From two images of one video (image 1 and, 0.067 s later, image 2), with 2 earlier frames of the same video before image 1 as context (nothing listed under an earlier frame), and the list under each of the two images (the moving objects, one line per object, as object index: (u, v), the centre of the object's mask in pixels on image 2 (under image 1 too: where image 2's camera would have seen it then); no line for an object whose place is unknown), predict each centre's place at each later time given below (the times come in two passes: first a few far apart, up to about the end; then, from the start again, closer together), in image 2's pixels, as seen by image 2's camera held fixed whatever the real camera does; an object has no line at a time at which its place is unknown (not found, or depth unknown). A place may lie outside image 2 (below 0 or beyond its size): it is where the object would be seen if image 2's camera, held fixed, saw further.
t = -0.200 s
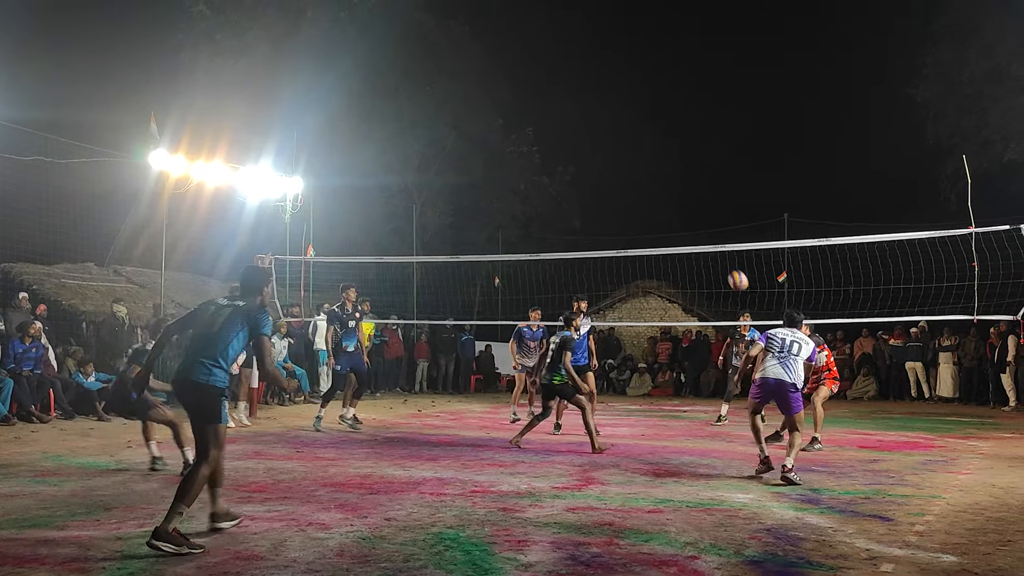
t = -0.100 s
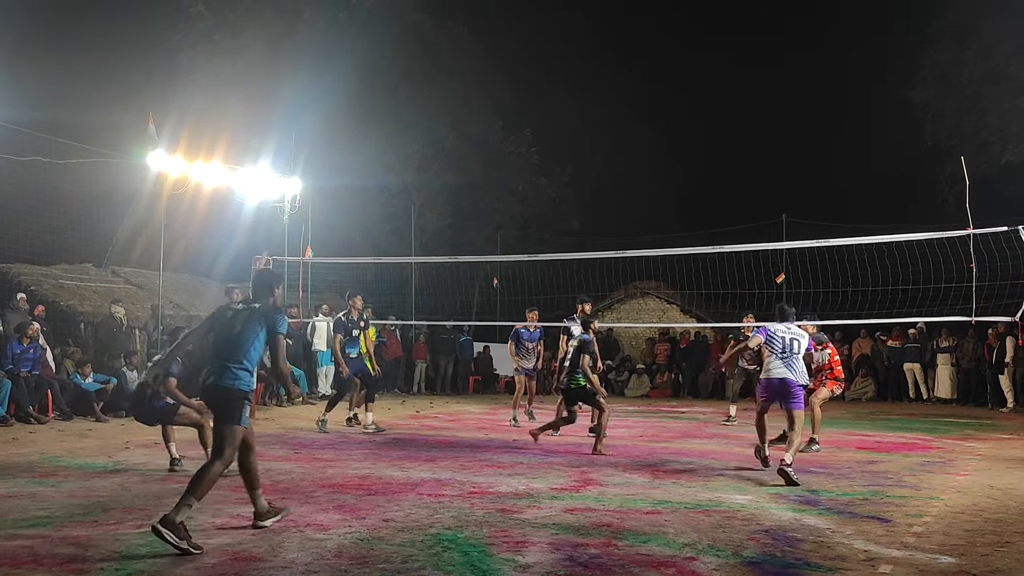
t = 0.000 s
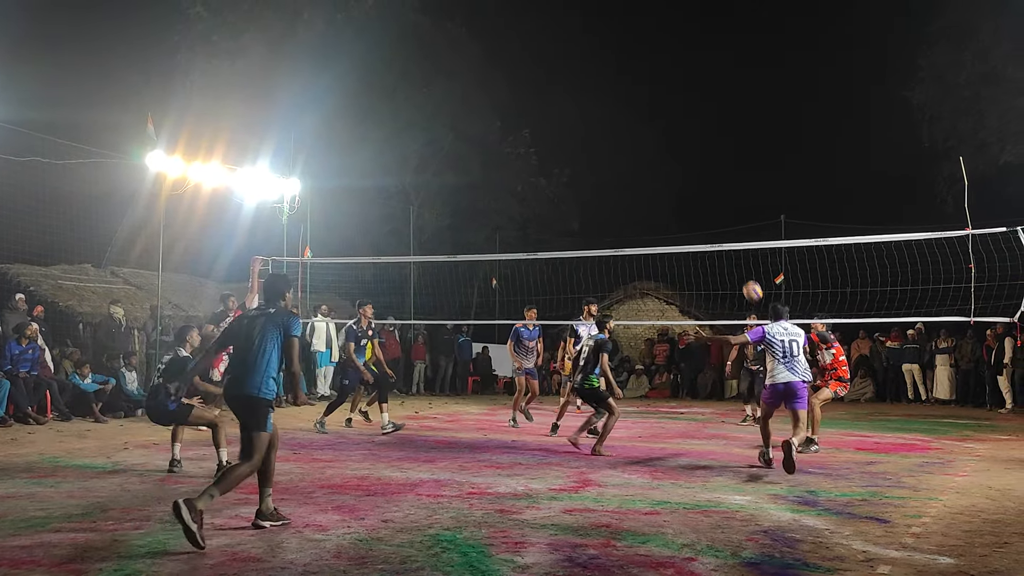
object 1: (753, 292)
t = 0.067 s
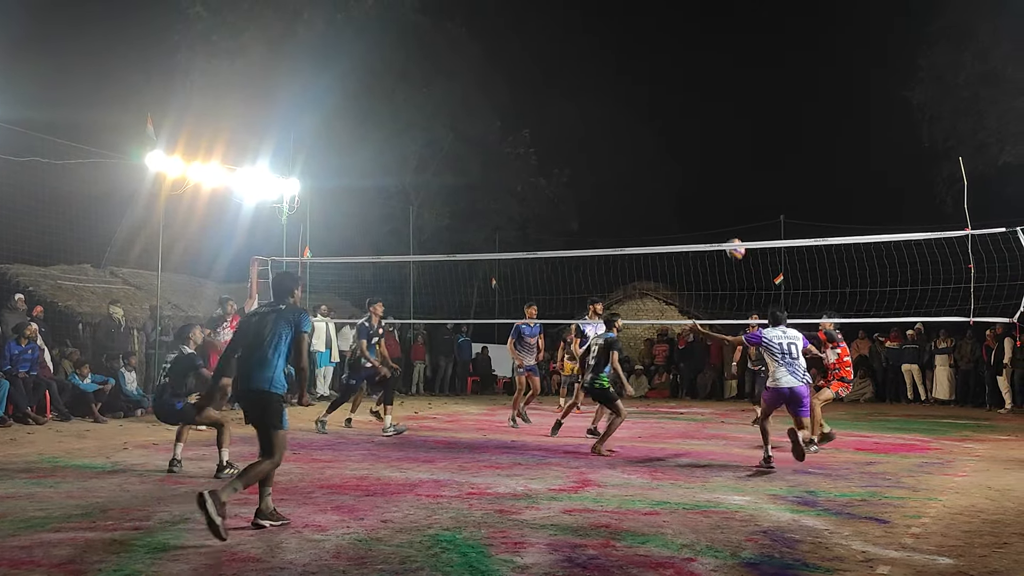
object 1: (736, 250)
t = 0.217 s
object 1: (699, 169)
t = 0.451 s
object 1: (647, 86)
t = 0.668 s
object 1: (601, 49)
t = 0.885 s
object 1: (557, 48)
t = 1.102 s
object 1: (515, 81)
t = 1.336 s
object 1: (472, 153)
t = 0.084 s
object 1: (731, 236)
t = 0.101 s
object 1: (727, 229)
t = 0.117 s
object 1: (723, 220)
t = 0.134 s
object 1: (719, 211)
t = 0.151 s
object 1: (715, 202)
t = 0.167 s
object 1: (711, 194)
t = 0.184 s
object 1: (707, 186)
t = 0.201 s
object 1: (703, 177)
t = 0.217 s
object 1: (699, 169)
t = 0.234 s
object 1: (695, 162)
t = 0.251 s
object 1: (692, 155)
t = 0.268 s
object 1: (688, 147)
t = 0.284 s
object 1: (684, 141)
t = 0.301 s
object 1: (680, 134)
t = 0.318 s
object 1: (676, 127)
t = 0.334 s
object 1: (672, 121)
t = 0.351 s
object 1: (669, 116)
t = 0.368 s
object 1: (665, 110)
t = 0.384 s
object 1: (661, 105)
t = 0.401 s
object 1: (658, 99)
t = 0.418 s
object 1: (654, 95)
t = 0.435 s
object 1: (650, 90)
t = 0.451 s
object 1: (647, 86)
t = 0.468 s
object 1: (643, 82)
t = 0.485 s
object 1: (640, 78)
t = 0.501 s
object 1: (636, 74)
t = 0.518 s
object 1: (632, 70)
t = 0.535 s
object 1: (629, 67)
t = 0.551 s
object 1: (625, 64)
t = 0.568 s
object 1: (622, 61)
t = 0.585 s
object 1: (618, 59)
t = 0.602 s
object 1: (615, 56)
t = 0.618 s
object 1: (611, 54)
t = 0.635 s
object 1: (608, 52)
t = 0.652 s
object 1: (604, 50)
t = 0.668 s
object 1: (601, 49)
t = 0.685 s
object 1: (597, 48)
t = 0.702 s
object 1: (594, 47)
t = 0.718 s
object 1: (590, 46)
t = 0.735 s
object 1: (587, 45)
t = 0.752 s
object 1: (583, 44)
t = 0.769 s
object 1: (580, 44)
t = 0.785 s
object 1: (577, 44)
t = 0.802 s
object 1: (573, 44)
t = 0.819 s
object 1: (570, 45)
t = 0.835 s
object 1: (567, 45)
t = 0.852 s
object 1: (563, 46)
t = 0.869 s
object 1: (560, 47)
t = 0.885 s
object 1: (557, 48)
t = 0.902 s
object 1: (554, 50)
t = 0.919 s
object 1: (551, 51)
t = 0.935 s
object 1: (547, 53)
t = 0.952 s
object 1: (544, 55)
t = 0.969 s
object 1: (541, 57)
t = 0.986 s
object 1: (538, 59)
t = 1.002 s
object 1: (534, 62)
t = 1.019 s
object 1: (531, 65)
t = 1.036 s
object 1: (528, 68)
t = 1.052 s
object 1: (525, 71)
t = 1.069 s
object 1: (522, 74)
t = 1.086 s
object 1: (518, 78)
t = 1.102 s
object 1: (515, 81)
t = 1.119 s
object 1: (512, 85)
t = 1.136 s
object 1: (509, 89)
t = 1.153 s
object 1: (506, 94)
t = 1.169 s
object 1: (503, 98)
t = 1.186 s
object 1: (500, 103)
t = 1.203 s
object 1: (497, 108)
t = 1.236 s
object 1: (491, 118)
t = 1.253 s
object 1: (488, 123)
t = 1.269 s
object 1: (485, 129)
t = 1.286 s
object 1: (482, 135)
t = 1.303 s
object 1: (479, 141)
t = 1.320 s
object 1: (476, 147)
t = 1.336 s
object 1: (472, 153)
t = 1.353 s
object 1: (469, 160)
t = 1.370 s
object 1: (467, 166)
